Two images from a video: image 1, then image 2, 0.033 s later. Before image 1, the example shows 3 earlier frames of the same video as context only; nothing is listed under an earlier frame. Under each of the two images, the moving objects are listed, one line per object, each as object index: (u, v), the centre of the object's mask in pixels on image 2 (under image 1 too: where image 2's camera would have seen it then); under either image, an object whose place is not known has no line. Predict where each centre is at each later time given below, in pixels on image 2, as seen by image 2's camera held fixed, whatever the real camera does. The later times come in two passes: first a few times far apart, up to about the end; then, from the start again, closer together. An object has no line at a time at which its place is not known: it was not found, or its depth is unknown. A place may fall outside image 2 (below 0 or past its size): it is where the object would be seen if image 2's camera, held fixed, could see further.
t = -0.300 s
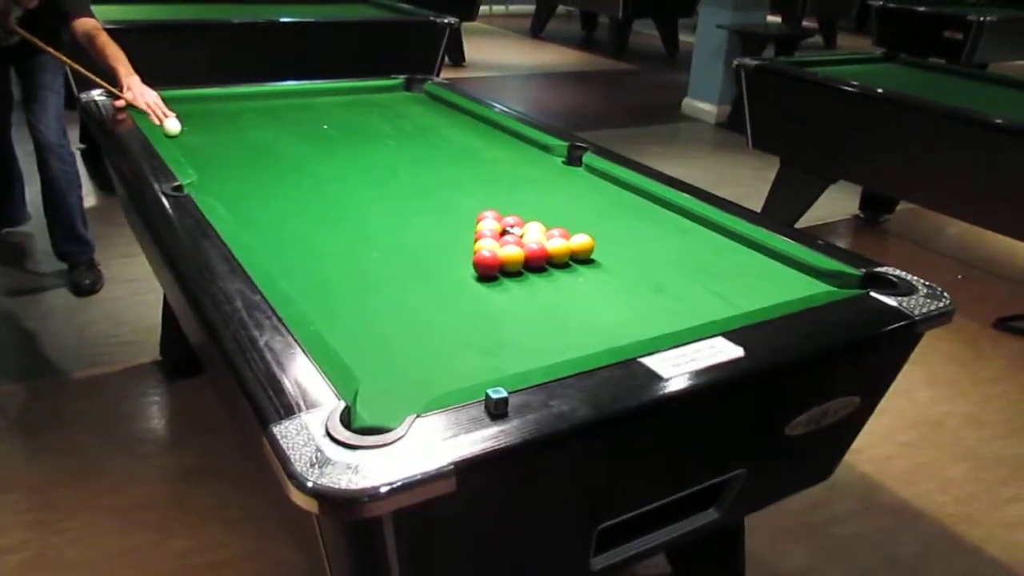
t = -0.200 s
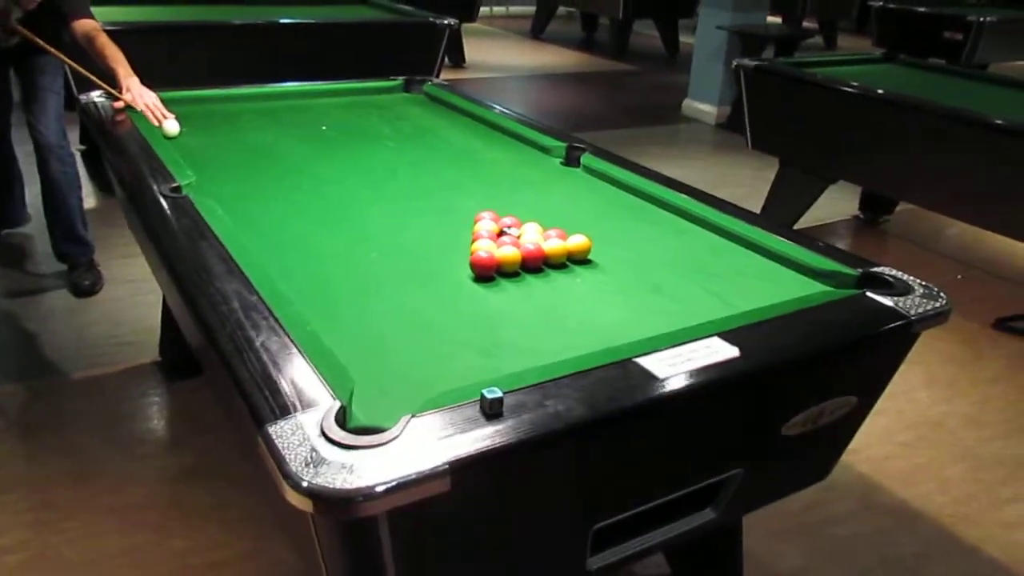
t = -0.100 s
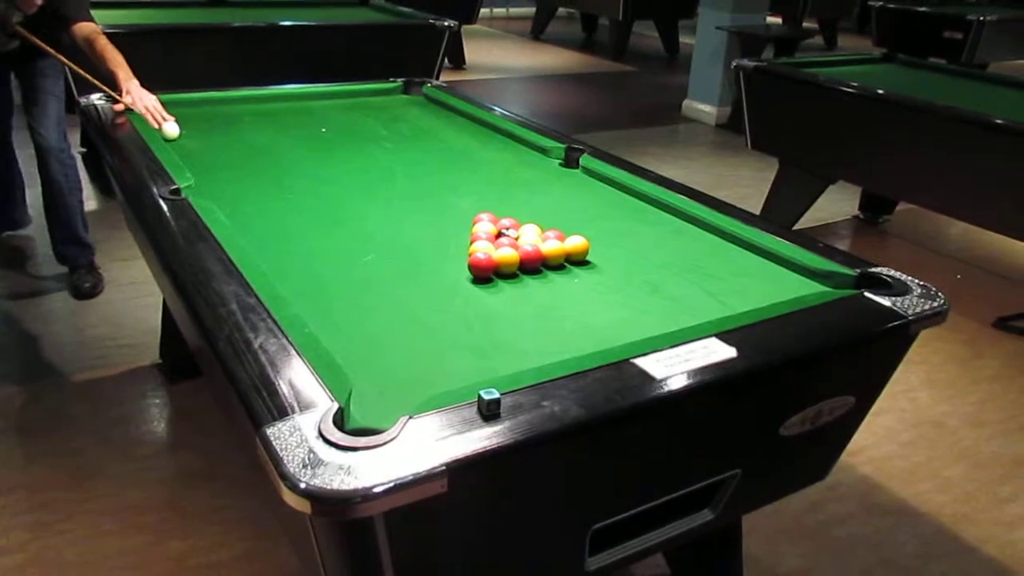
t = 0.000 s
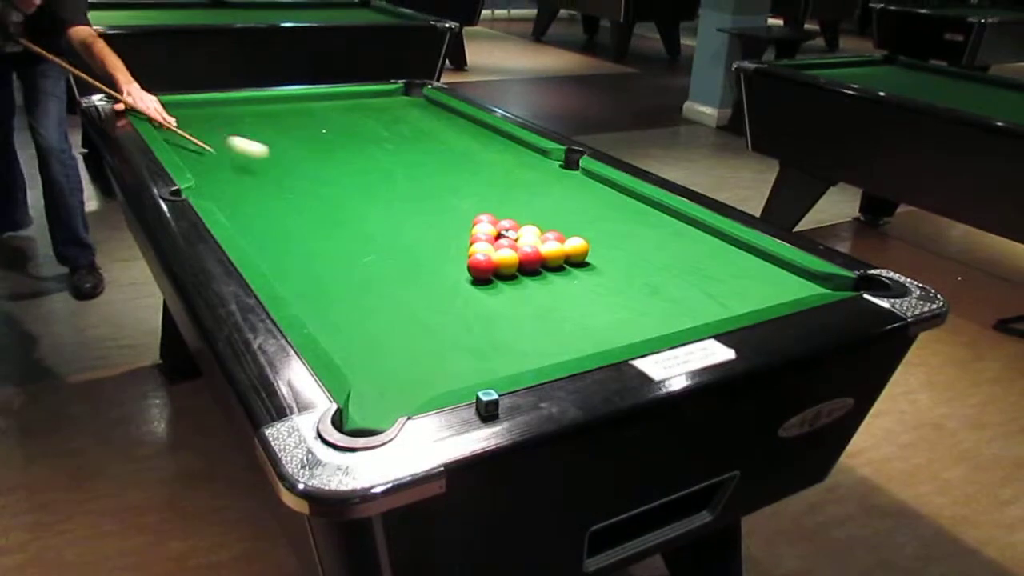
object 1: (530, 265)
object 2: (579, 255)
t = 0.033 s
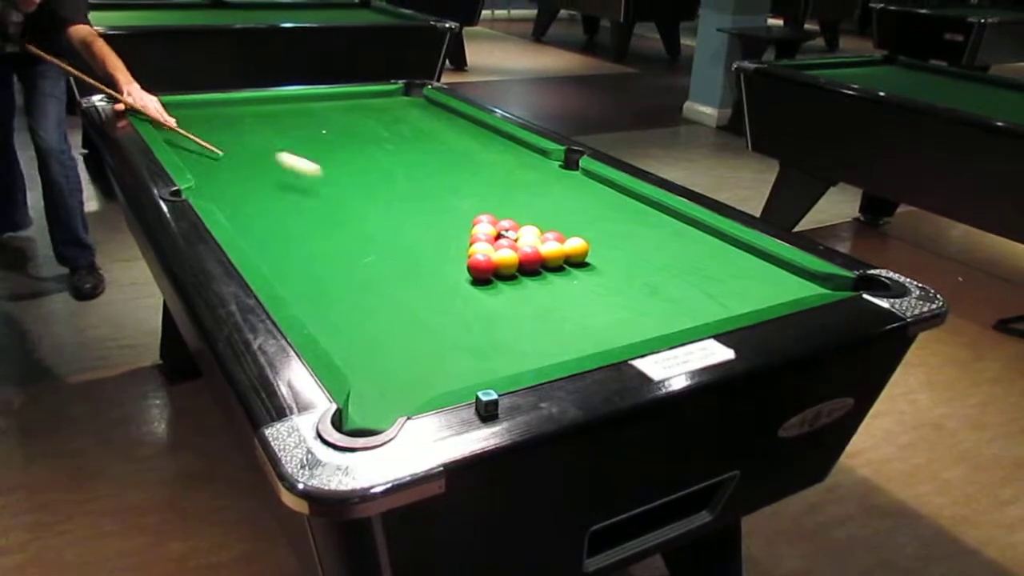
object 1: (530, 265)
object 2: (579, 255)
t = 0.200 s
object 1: (552, 265)
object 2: (612, 250)
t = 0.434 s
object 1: (617, 284)
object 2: (699, 251)
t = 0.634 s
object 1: (675, 304)
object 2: (749, 255)
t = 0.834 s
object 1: (704, 307)
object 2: (729, 271)
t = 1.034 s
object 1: (683, 289)
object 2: (712, 286)
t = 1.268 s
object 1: (630, 279)
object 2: (724, 296)
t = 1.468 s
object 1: (588, 267)
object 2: (733, 302)
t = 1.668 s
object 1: (552, 263)
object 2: (734, 304)
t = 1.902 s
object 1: (512, 254)
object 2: (724, 303)
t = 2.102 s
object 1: (481, 248)
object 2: (717, 301)
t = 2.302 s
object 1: (453, 242)
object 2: (711, 299)
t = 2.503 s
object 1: (443, 243)
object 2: (707, 298)
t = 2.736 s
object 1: (433, 244)
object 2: (706, 298)
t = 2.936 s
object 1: (426, 244)
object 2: (706, 299)
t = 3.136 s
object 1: (420, 244)
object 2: (706, 299)
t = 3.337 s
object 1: (417, 245)
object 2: (706, 299)
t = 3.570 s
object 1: (414, 245)
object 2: (706, 298)
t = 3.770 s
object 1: (414, 245)
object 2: (706, 298)
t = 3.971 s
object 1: (414, 246)
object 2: (706, 298)
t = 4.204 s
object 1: (414, 245)
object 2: (706, 298)
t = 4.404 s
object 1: (414, 246)
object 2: (706, 298)
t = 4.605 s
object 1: (414, 246)
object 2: (706, 298)
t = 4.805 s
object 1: (414, 246)
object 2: (706, 298)
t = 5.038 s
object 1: (414, 246)
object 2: (706, 298)
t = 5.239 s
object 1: (414, 246)
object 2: (706, 298)
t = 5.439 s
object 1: (414, 246)
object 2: (706, 298)
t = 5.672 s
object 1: (414, 246)
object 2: (706, 298)
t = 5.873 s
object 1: (414, 246)
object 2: (706, 298)
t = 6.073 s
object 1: (414, 245)
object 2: (706, 298)
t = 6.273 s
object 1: (414, 245)
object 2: (706, 298)
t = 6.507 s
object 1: (414, 246)
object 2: (706, 299)
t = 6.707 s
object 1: (414, 246)
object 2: (706, 298)
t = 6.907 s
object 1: (414, 246)
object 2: (706, 299)
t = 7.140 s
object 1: (414, 246)
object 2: (706, 298)
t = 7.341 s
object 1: (414, 246)
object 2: (706, 298)
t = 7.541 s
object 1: (415, 246)
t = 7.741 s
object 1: (414, 245)
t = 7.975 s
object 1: (414, 246)
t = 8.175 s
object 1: (414, 245)
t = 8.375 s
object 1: (414, 246)
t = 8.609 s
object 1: (415, 246)
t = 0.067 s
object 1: (529, 258)
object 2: (576, 250)
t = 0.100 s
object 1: (529, 258)
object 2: (576, 250)
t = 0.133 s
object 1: (531, 258)
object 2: (583, 246)
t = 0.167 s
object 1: (543, 262)
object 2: (597, 247)
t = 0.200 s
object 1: (552, 265)
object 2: (612, 250)
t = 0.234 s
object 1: (562, 267)
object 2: (625, 250)
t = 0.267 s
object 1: (571, 270)
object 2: (637, 250)
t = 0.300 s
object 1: (580, 273)
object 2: (650, 250)
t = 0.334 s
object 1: (589, 276)
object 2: (663, 250)
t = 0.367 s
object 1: (598, 279)
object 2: (675, 250)
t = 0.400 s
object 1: (608, 282)
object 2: (687, 251)
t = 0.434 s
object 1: (617, 284)
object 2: (699, 251)
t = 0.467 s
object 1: (627, 288)
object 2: (711, 251)
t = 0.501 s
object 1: (637, 291)
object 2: (723, 251)
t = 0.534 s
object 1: (646, 294)
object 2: (735, 251)
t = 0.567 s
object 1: (656, 297)
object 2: (746, 251)
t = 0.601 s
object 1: (666, 301)
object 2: (752, 252)
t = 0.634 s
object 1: (675, 304)
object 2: (749, 255)
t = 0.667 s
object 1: (685, 307)
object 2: (745, 258)
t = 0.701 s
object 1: (695, 309)
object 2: (742, 260)
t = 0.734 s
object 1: (705, 310)
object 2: (739, 263)
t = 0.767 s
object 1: (711, 310)
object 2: (735, 265)
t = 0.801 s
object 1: (707, 309)
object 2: (732, 268)
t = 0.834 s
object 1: (704, 307)
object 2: (729, 271)
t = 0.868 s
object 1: (701, 304)
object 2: (725, 273)
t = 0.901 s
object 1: (698, 301)
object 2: (722, 276)
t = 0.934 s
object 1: (695, 298)
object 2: (719, 279)
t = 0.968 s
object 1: (692, 295)
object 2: (716, 281)
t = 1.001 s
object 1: (689, 292)
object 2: (713, 283)
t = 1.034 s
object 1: (683, 289)
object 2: (712, 286)
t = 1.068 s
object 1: (674, 288)
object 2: (714, 287)
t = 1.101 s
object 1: (666, 286)
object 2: (716, 289)
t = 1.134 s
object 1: (659, 285)
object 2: (718, 290)
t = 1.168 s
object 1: (651, 283)
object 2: (720, 292)
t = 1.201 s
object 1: (645, 282)
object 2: (721, 293)
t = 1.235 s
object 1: (637, 280)
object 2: (723, 294)
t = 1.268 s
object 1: (630, 279)
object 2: (724, 296)
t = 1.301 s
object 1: (623, 277)
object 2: (726, 297)
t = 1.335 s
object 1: (616, 276)
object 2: (727, 298)
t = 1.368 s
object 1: (610, 275)
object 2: (729, 300)
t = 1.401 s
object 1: (604, 272)
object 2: (730, 301)
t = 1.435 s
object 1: (597, 268)
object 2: (732, 301)
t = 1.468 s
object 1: (588, 267)
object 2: (733, 302)
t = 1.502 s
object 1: (582, 267)
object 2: (734, 302)
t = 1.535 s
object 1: (577, 268)
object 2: (736, 303)
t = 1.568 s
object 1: (570, 267)
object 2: (737, 304)
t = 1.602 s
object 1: (564, 266)
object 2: (737, 304)
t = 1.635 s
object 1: (558, 264)
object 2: (735, 304)
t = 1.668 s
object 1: (552, 263)
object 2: (734, 304)
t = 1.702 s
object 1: (546, 262)
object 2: (732, 304)
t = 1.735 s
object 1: (540, 260)
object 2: (731, 303)
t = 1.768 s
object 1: (535, 258)
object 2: (729, 303)
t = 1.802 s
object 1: (529, 257)
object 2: (728, 303)
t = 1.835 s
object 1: (523, 256)
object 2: (726, 303)
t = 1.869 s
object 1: (517, 255)
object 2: (725, 302)
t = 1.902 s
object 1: (512, 254)
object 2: (724, 303)
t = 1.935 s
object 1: (506, 254)
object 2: (722, 303)
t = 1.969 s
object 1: (501, 252)
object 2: (721, 303)
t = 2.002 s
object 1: (496, 251)
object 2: (720, 302)
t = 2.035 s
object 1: (491, 250)
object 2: (719, 302)
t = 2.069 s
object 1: (486, 249)
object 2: (718, 302)
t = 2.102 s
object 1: (481, 248)
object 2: (717, 301)
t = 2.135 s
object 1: (476, 247)
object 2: (715, 301)
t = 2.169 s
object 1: (471, 246)
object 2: (715, 300)
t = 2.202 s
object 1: (466, 245)
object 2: (714, 300)
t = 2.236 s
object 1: (461, 244)
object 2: (713, 300)
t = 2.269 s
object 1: (456, 243)
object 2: (712, 299)
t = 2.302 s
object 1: (453, 242)
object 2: (711, 299)
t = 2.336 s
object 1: (451, 242)
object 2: (711, 299)
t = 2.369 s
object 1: (449, 242)
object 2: (710, 299)
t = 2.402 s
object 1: (448, 242)
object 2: (709, 299)
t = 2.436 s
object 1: (446, 243)
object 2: (709, 299)
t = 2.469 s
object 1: (444, 243)
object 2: (708, 299)
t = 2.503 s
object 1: (443, 243)
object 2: (707, 298)
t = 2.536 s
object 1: (441, 243)
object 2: (707, 298)
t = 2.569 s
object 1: (439, 243)
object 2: (707, 298)
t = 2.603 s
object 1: (438, 243)
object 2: (706, 298)
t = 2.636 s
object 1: (437, 243)
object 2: (706, 298)
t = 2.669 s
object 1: (435, 243)
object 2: (706, 298)
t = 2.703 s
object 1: (434, 243)
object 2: (706, 298)
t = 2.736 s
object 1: (433, 244)
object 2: (706, 298)
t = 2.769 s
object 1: (431, 244)
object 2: (706, 298)
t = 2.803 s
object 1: (430, 244)
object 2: (706, 298)
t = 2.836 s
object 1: (429, 244)
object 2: (706, 298)
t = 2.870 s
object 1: (428, 244)
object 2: (706, 299)
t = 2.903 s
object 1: (427, 244)
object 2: (706, 298)
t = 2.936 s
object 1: (426, 244)
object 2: (706, 299)
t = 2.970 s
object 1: (425, 244)
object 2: (706, 299)
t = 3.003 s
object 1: (424, 244)
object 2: (706, 299)
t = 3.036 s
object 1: (423, 244)
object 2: (706, 299)
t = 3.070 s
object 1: (422, 244)
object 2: (706, 299)
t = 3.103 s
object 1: (421, 244)
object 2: (706, 299)
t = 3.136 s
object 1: (420, 244)
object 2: (706, 299)
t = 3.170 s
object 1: (420, 244)
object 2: (706, 299)
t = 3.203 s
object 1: (419, 244)
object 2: (706, 299)
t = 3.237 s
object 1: (418, 245)
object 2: (706, 298)
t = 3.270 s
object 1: (418, 245)
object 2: (706, 299)
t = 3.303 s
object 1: (417, 245)
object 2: (706, 298)
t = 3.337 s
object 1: (417, 245)
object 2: (706, 299)
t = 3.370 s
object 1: (416, 245)
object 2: (706, 299)
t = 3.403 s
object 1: (416, 245)
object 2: (706, 298)
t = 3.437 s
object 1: (415, 245)
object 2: (706, 298)
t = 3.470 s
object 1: (415, 245)
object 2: (706, 298)
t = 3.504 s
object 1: (415, 245)
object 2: (706, 298)
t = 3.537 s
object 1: (414, 245)
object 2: (706, 298)
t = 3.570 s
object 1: (414, 245)
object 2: (706, 298)
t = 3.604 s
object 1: (414, 245)
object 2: (706, 298)
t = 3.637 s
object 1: (414, 245)
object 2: (706, 298)
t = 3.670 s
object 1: (414, 245)
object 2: (706, 298)
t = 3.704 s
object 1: (414, 245)
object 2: (706, 298)
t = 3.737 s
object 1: (414, 245)
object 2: (706, 298)
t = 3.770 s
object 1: (414, 245)
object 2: (706, 298)
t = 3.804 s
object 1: (414, 245)
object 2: (706, 298)
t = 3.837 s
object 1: (414, 245)
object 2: (706, 298)
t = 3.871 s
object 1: (414, 245)
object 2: (706, 298)
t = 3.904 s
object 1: (414, 245)
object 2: (706, 298)
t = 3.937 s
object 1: (414, 245)
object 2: (706, 298)
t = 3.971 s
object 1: (414, 246)
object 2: (706, 298)
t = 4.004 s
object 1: (414, 245)
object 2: (706, 298)
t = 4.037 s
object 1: (414, 246)
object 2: (706, 298)
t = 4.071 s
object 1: (414, 246)
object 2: (706, 298)
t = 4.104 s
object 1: (414, 246)
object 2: (706, 298)
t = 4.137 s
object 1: (414, 246)
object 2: (706, 298)
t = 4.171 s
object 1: (414, 246)
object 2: (706, 298)
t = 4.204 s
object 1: (414, 245)
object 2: (706, 298)
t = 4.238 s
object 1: (414, 245)
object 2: (706, 298)
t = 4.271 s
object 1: (414, 246)
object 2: (706, 298)
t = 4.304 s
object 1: (414, 245)
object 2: (706, 298)
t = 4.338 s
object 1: (414, 245)
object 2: (706, 298)
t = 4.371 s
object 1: (414, 246)
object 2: (706, 298)
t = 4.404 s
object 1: (414, 246)
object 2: (706, 298)
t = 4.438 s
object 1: (414, 246)
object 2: (706, 298)
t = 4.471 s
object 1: (414, 246)
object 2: (706, 298)
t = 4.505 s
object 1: (414, 246)
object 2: (706, 298)
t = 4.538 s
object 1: (414, 246)
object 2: (706, 298)
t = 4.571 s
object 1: (414, 246)
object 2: (706, 298)
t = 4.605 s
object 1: (414, 246)
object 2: (706, 298)
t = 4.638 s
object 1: (414, 246)
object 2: (706, 298)
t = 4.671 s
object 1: (414, 246)
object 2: (706, 298)
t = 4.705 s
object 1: (414, 246)
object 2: (706, 298)
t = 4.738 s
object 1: (414, 246)
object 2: (706, 298)
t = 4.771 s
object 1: (414, 246)
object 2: (706, 298)
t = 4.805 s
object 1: (414, 246)
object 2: (706, 298)
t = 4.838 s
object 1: (414, 246)
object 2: (706, 298)
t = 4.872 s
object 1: (414, 246)
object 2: (706, 298)
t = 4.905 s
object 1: (414, 246)
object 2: (706, 298)
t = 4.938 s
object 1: (414, 246)
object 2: (706, 298)
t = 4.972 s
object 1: (414, 245)
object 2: (706, 298)
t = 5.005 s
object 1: (414, 246)
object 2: (706, 298)
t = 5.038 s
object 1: (414, 246)
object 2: (706, 298)
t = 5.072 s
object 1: (414, 246)
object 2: (706, 298)
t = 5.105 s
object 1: (414, 246)
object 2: (706, 298)
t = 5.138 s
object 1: (414, 246)
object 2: (706, 298)
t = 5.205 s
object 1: (414, 246)
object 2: (706, 298)
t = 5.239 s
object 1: (414, 246)
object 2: (706, 298)
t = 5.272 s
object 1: (414, 246)
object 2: (706, 298)
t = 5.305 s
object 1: (414, 246)
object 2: (706, 298)
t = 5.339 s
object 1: (414, 246)
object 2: (706, 298)
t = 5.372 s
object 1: (414, 246)
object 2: (706, 298)
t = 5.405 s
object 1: (414, 246)
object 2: (706, 298)
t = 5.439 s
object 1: (414, 246)
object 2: (706, 298)
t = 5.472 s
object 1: (414, 246)
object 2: (706, 298)
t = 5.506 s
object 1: (414, 245)
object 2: (706, 299)
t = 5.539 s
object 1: (414, 245)
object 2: (706, 298)
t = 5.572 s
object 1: (414, 246)
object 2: (706, 298)
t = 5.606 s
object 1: (414, 245)
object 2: (706, 298)
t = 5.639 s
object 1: (414, 245)
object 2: (706, 298)
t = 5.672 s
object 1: (414, 246)
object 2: (706, 298)
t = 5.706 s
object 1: (414, 246)
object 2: (706, 298)
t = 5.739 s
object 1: (414, 246)
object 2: (706, 298)
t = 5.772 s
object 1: (414, 245)
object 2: (706, 298)
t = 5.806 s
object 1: (414, 245)
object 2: (706, 298)
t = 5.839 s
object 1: (414, 245)
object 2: (706, 298)
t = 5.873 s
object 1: (414, 246)
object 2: (706, 298)
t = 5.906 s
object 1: (414, 245)
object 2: (706, 298)
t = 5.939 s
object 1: (414, 245)
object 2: (706, 298)
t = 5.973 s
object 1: (414, 245)
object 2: (706, 298)
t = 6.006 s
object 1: (414, 246)
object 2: (706, 298)
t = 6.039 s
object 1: (414, 246)
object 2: (706, 298)
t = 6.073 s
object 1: (414, 245)
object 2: (706, 298)
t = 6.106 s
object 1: (414, 245)
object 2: (706, 298)
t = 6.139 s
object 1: (414, 245)
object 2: (706, 298)
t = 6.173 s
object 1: (414, 245)
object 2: (706, 298)
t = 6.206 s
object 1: (414, 246)
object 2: (706, 298)
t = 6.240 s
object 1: (414, 246)
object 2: (706, 298)
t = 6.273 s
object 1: (414, 245)
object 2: (706, 298)
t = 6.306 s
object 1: (414, 245)
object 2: (706, 298)
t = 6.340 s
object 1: (414, 245)
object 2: (706, 298)
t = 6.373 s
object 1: (414, 246)
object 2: (706, 298)
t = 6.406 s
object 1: (414, 245)
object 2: (706, 298)
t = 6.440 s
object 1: (414, 245)
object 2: (706, 298)
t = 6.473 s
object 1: (414, 246)
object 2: (706, 298)
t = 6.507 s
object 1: (414, 246)
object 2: (706, 299)
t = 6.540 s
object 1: (414, 246)
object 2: (706, 298)
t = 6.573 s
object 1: (414, 246)
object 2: (706, 299)
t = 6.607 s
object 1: (414, 246)
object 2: (706, 298)
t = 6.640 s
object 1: (414, 246)
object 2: (706, 298)
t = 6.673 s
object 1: (414, 246)
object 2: (706, 298)
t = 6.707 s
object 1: (414, 246)
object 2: (706, 298)
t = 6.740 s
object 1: (414, 246)
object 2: (706, 298)
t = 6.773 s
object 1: (414, 246)
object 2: (706, 298)
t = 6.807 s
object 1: (414, 246)
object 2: (706, 298)
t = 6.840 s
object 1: (414, 246)
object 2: (706, 298)
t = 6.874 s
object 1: (414, 246)
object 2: (706, 298)
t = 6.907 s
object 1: (414, 246)
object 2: (706, 299)
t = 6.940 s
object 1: (414, 246)
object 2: (706, 298)
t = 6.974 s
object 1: (414, 246)
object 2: (706, 298)
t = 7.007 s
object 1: (414, 246)
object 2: (706, 298)
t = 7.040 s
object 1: (414, 246)
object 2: (706, 298)
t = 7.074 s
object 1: (414, 246)
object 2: (706, 298)
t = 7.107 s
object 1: (414, 246)
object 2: (706, 298)
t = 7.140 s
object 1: (414, 246)
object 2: (706, 298)
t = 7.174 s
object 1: (414, 246)
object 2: (706, 298)
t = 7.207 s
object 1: (415, 246)
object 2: (706, 298)
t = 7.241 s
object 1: (415, 246)
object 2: (706, 298)
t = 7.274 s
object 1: (414, 246)
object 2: (706, 299)
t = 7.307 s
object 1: (414, 246)
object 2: (706, 298)
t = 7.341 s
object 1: (414, 246)
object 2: (706, 298)
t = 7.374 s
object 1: (414, 246)
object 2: (706, 298)
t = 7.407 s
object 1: (414, 246)
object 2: (706, 298)
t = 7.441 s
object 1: (415, 246)
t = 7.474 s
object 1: (414, 246)
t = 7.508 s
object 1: (414, 246)
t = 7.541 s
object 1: (415, 246)
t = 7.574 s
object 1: (414, 246)
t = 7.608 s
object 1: (414, 245)
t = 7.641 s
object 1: (414, 246)
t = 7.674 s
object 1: (414, 245)
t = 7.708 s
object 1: (414, 245)
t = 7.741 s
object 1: (414, 245)
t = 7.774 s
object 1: (414, 246)
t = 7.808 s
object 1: (414, 245)
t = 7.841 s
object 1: (414, 246)
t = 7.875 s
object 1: (414, 246)
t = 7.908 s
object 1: (414, 245)
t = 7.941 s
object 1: (414, 246)
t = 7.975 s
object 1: (414, 246)
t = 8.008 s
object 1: (414, 245)
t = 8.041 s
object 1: (414, 245)
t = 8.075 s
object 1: (414, 246)
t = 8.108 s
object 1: (414, 246)
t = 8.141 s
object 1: (414, 245)
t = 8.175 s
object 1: (414, 245)
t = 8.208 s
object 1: (414, 245)
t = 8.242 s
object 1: (414, 245)
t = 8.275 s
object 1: (414, 246)
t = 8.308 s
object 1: (414, 246)
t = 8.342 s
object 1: (414, 246)
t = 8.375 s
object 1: (414, 246)
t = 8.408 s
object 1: (414, 245)
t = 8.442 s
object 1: (414, 245)
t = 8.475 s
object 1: (415, 245)
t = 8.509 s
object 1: (415, 246)
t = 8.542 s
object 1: (414, 245)
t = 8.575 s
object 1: (414, 245)
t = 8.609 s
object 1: (415, 246)
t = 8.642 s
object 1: (415, 246)
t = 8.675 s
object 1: (414, 246)
